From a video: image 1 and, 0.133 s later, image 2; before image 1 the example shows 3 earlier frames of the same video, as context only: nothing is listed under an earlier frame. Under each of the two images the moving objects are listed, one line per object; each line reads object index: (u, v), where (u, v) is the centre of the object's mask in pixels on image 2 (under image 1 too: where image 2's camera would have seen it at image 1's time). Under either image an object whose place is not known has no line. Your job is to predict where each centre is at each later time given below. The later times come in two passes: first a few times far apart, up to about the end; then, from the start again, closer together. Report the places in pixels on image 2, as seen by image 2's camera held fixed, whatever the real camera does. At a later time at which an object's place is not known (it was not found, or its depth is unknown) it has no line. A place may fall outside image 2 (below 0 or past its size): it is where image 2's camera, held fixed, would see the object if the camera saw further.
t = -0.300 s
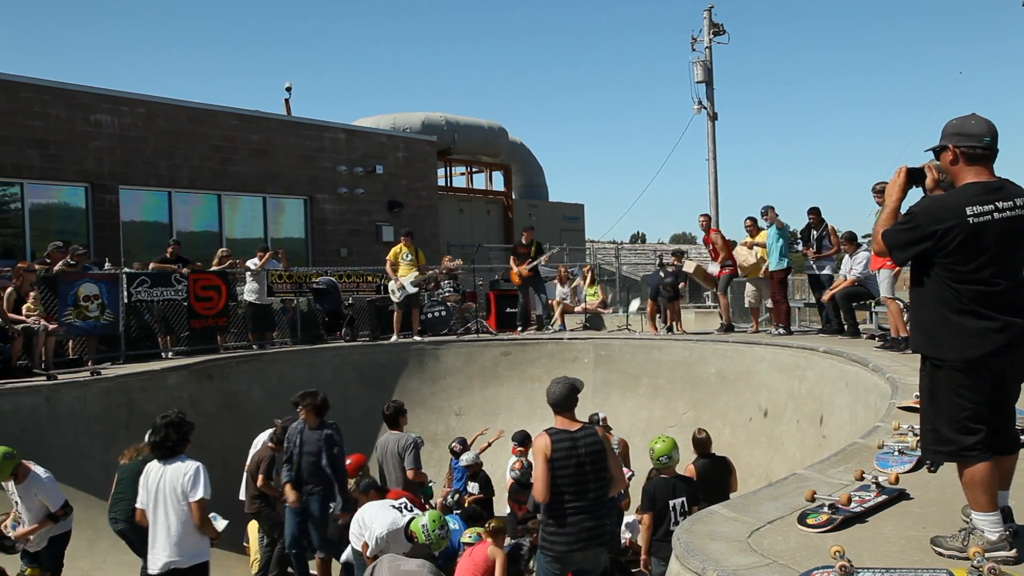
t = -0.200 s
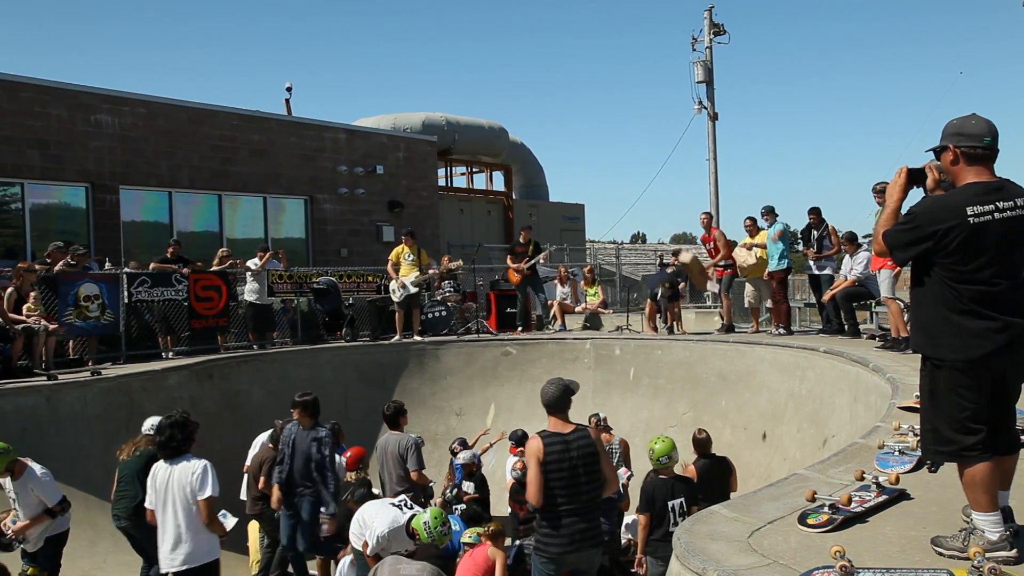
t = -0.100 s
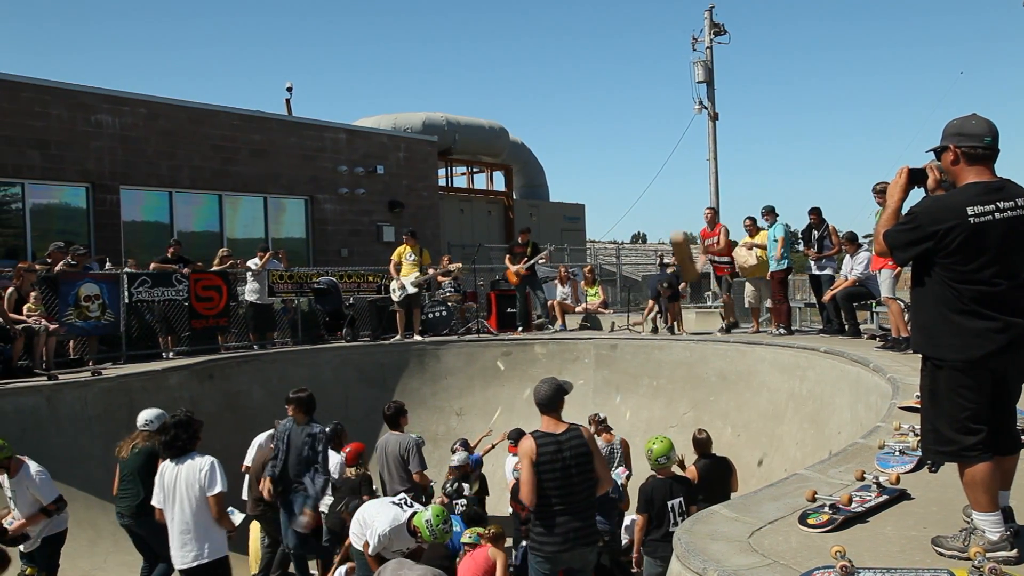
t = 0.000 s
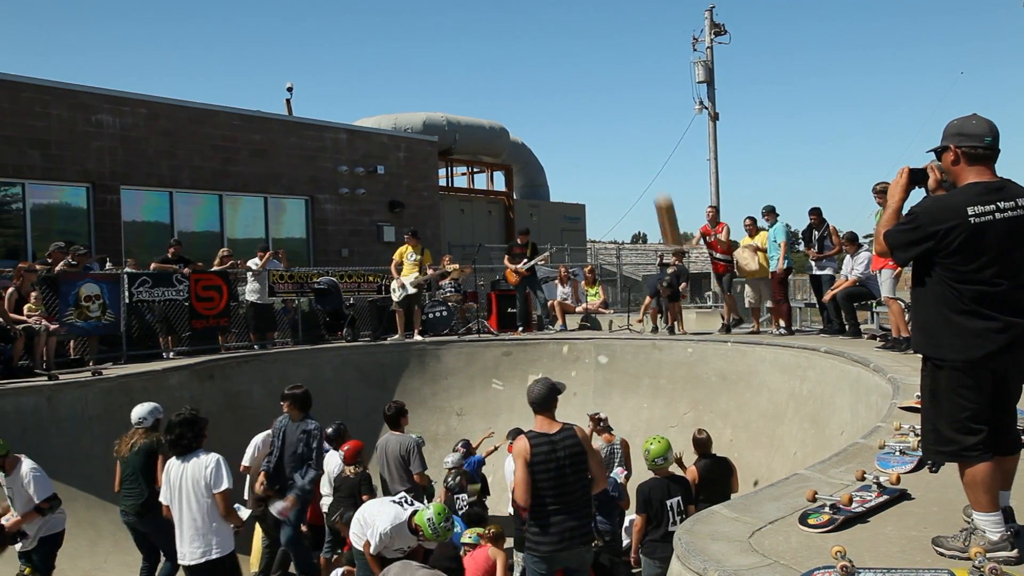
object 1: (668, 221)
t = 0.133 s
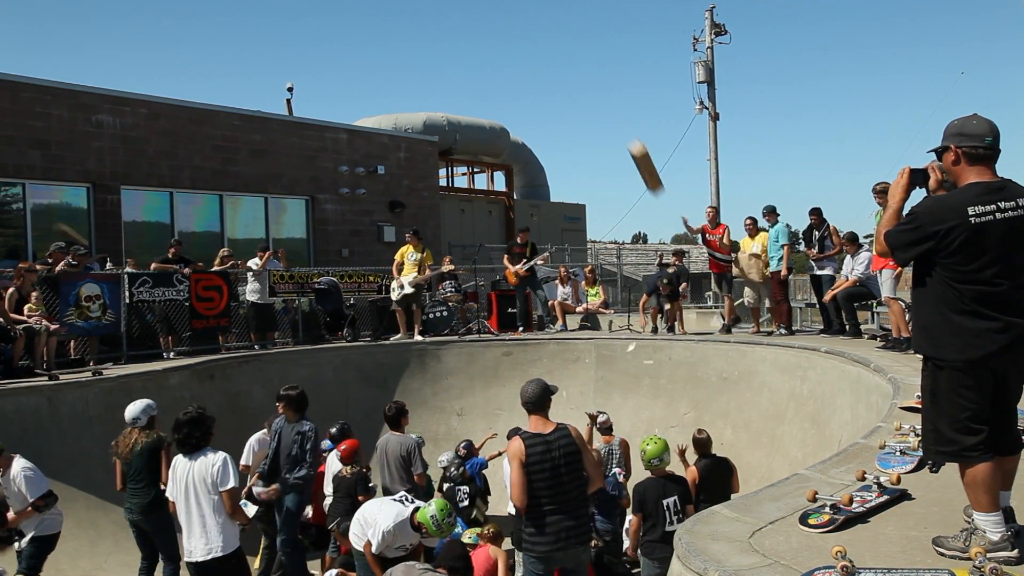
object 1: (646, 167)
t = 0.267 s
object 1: (622, 125)
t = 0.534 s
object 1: (566, 85)
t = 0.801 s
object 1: (499, 100)
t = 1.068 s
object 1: (410, 183)
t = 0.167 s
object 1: (640, 155)
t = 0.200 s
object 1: (634, 144)
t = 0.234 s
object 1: (628, 134)
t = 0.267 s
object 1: (622, 125)
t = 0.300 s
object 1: (616, 117)
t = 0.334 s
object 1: (609, 110)
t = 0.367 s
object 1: (602, 103)
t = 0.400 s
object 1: (595, 98)
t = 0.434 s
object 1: (588, 94)
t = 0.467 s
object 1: (581, 90)
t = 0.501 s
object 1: (573, 87)
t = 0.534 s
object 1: (566, 85)
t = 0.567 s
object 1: (558, 83)
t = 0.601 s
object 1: (550, 83)
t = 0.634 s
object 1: (542, 84)
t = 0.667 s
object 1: (533, 85)
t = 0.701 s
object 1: (525, 87)
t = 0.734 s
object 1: (516, 91)
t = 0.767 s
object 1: (507, 95)
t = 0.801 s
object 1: (499, 100)
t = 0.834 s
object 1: (488, 107)
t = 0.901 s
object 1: (468, 124)
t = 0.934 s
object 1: (456, 135)
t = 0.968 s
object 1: (446, 145)
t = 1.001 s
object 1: (435, 156)
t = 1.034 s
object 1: (422, 169)
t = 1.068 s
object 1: (410, 183)
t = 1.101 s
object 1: (398, 198)
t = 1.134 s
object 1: (385, 214)
